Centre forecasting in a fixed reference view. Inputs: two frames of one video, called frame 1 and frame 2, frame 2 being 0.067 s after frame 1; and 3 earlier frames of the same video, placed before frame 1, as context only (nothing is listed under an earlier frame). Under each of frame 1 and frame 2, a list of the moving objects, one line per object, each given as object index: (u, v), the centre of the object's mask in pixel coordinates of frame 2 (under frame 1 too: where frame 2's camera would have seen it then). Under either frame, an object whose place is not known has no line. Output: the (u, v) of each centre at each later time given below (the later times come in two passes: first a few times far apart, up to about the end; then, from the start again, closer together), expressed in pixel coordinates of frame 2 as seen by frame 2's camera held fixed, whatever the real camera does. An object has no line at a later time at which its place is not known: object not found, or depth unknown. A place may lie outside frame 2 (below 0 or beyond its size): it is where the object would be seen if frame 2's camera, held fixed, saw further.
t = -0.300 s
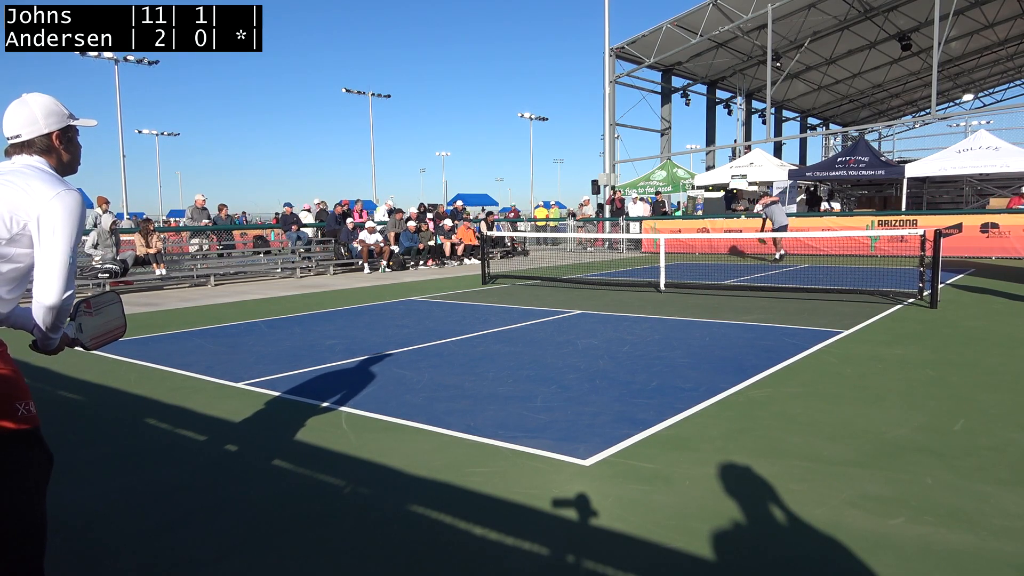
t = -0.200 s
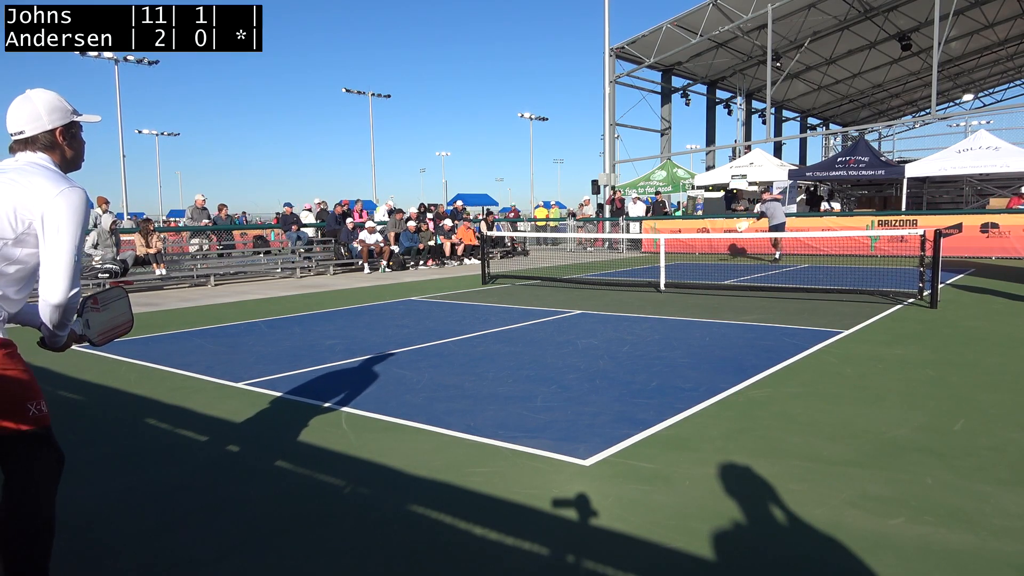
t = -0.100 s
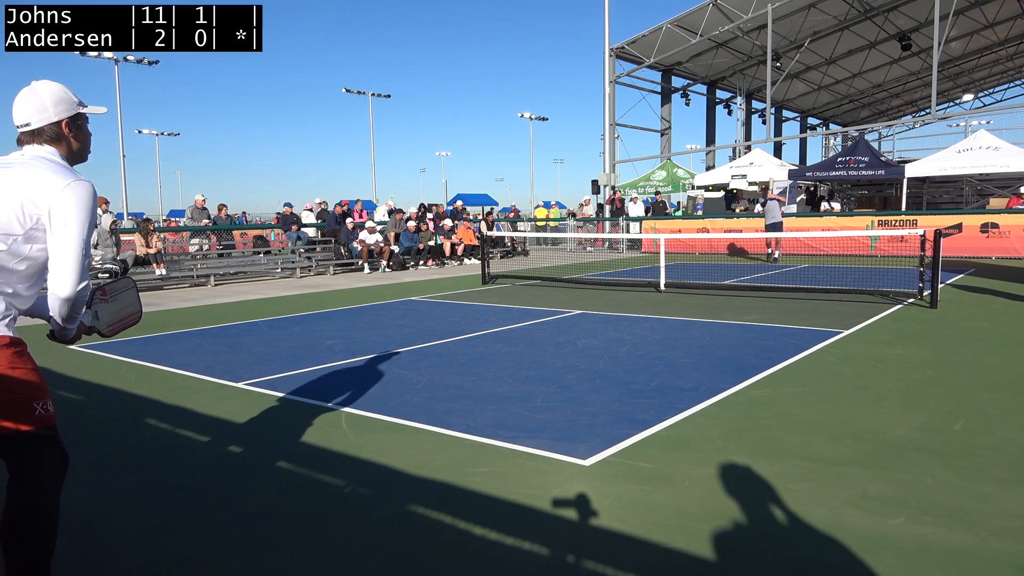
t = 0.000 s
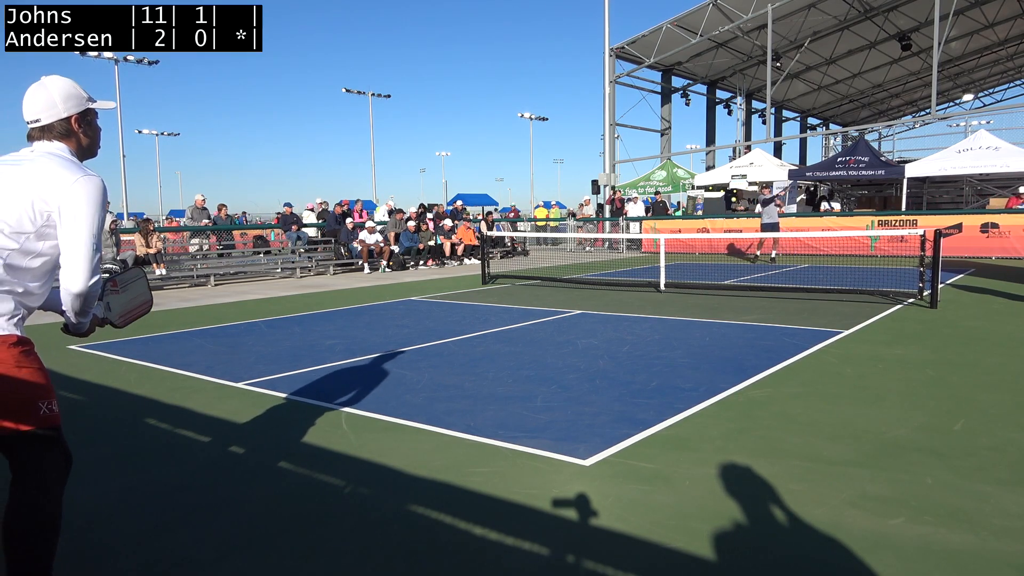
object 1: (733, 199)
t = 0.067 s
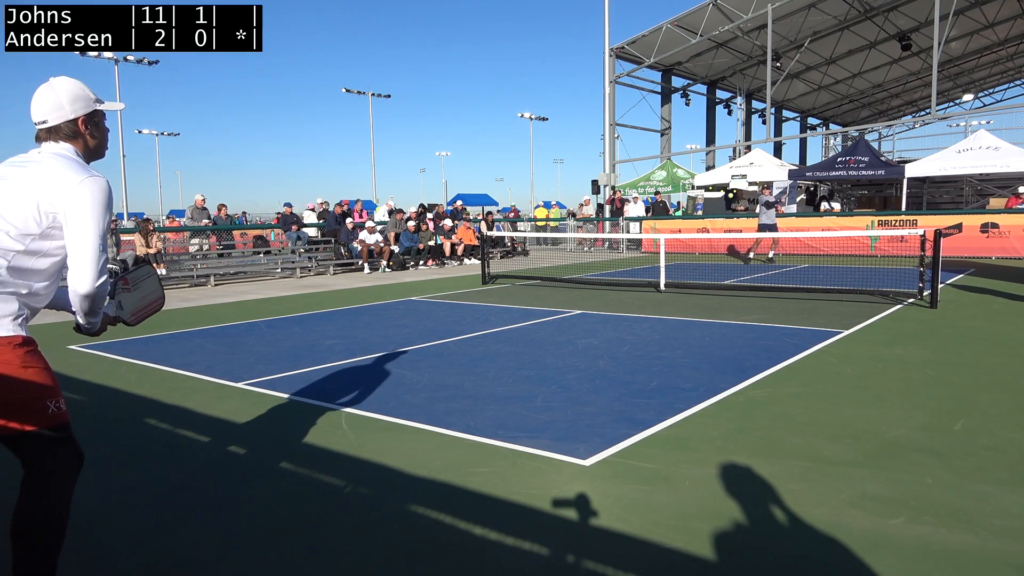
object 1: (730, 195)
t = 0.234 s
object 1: (721, 202)
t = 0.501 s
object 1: (693, 303)
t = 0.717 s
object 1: (663, 329)
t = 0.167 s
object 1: (725, 196)
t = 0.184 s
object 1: (724, 197)
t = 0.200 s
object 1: (723, 199)
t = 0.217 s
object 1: (722, 200)
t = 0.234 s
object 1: (721, 202)
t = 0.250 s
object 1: (720, 205)
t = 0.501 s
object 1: (693, 303)
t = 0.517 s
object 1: (691, 315)
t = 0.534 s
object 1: (688, 329)
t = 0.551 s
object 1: (685, 343)
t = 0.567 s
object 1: (682, 359)
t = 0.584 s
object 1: (680, 358)
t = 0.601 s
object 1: (679, 353)
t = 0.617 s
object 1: (677, 349)
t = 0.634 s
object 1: (674, 345)
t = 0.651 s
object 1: (672, 341)
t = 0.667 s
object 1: (670, 337)
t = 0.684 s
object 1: (668, 334)
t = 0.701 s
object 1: (665, 331)
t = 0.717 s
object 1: (663, 329)
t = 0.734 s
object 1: (660, 327)
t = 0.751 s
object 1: (657, 325)
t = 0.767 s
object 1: (654, 324)
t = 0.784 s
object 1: (651, 323)
